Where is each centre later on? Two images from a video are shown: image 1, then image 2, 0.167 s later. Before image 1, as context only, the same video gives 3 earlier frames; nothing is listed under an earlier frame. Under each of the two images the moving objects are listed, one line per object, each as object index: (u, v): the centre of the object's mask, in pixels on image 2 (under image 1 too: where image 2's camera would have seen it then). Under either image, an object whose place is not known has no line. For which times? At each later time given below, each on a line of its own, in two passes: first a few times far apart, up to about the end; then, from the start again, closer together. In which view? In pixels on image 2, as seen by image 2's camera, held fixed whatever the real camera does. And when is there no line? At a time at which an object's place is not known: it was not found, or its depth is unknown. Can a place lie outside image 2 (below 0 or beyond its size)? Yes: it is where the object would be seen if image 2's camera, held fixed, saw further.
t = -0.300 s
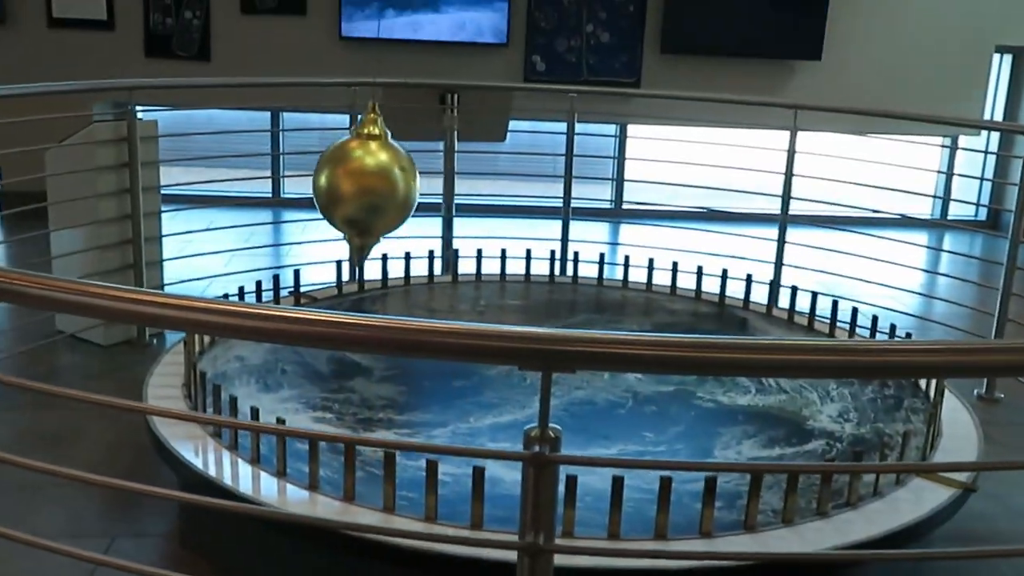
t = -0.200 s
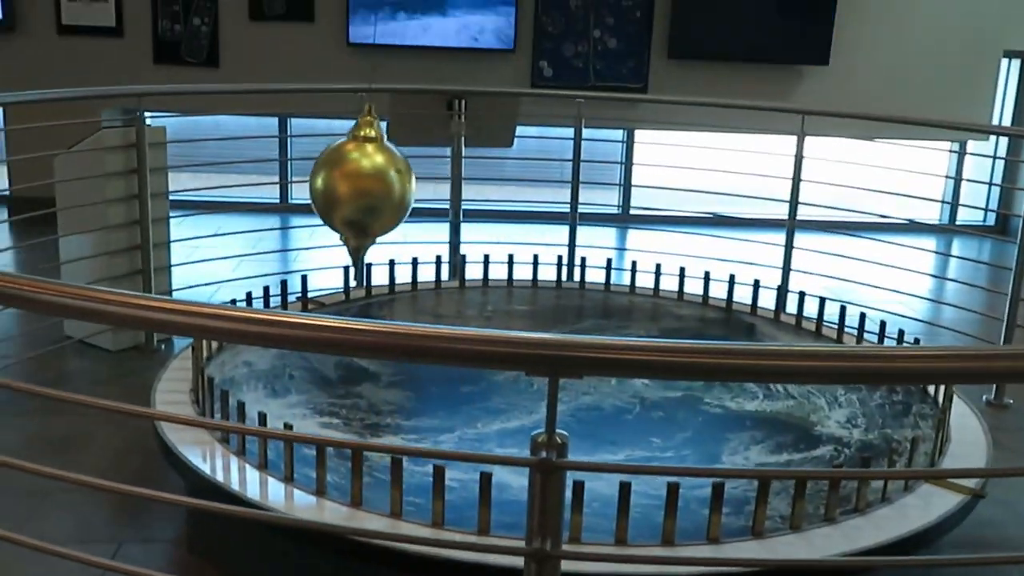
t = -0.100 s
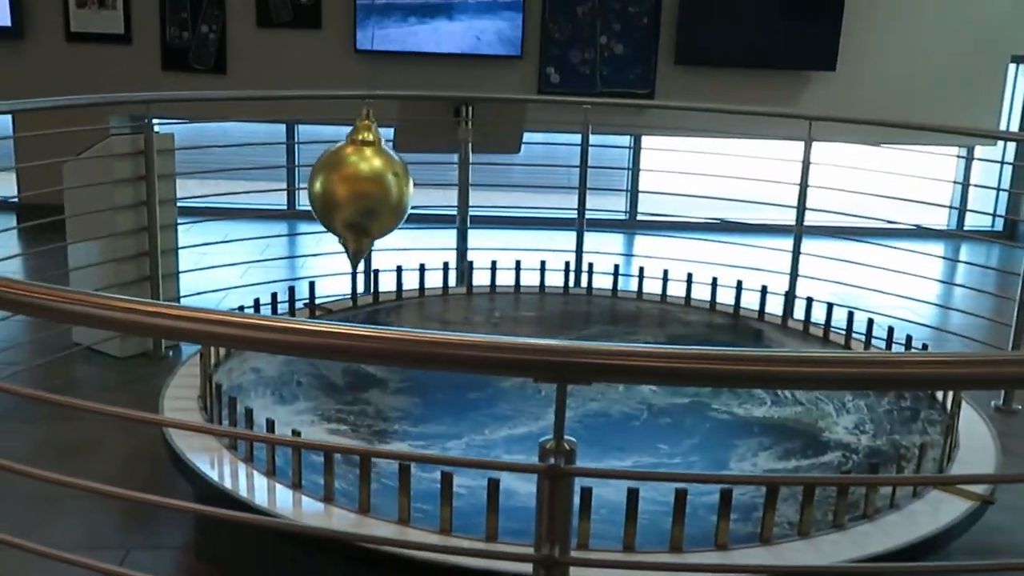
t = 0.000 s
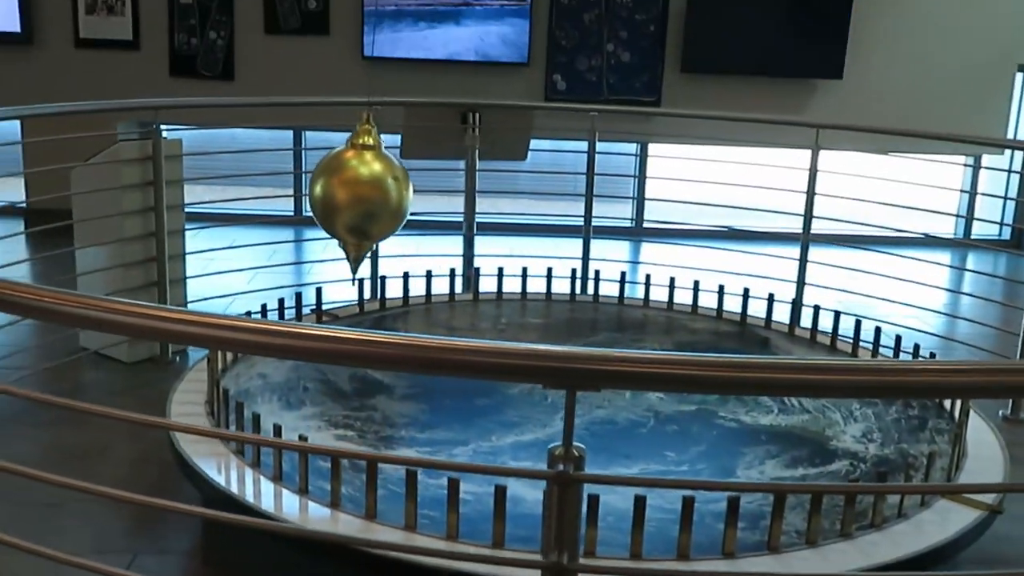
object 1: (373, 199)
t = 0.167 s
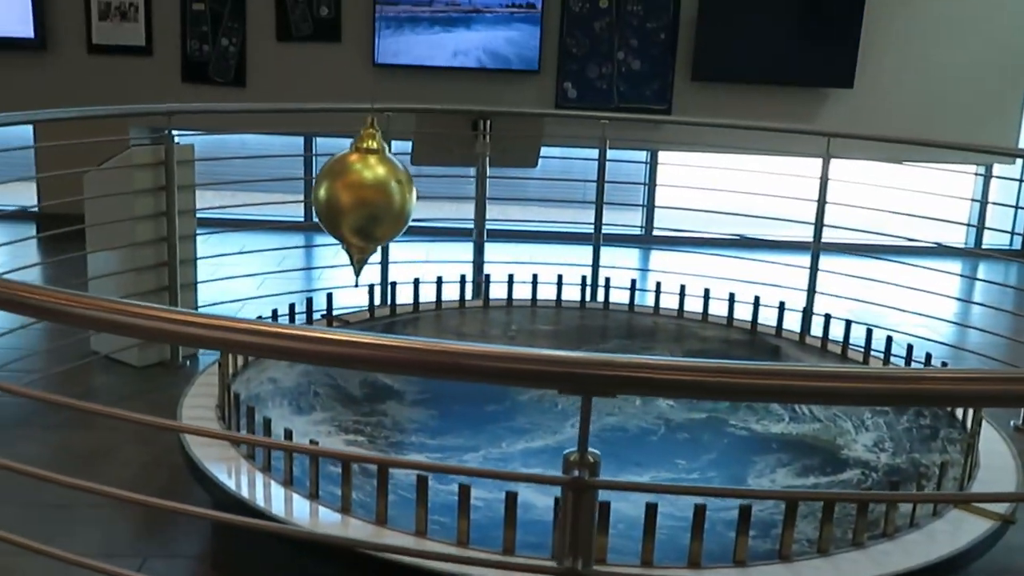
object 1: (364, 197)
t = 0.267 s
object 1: (361, 196)
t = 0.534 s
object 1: (365, 198)
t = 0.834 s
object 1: (386, 205)
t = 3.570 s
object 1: (959, 300)
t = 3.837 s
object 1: (933, 301)
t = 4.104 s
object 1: (867, 299)
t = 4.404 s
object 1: (775, 291)
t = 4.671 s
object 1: (688, 279)
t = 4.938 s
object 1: (605, 264)
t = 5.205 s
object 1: (531, 250)
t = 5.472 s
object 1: (471, 233)
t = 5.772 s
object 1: (419, 217)
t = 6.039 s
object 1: (386, 206)
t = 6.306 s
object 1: (369, 199)
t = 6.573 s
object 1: (366, 198)
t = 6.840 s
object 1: (381, 202)
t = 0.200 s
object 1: (363, 196)
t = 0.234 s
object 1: (362, 196)
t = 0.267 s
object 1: (361, 196)
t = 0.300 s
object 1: (362, 196)
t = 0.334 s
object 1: (361, 196)
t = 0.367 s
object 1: (361, 196)
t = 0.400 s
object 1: (361, 196)
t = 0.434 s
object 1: (361, 196)
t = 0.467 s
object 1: (363, 197)
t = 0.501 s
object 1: (363, 197)
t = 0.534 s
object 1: (365, 198)
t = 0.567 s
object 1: (366, 198)
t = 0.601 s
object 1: (368, 199)
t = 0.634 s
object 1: (370, 200)
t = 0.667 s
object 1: (372, 200)
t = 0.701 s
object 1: (374, 201)
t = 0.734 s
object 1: (377, 202)
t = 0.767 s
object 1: (380, 203)
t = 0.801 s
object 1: (383, 204)
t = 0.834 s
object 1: (386, 205)
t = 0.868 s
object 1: (389, 208)
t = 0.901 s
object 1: (393, 208)
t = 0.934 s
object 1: (398, 209)
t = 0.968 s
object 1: (402, 212)
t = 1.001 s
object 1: (406, 213)
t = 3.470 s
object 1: (963, 300)
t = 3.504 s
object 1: (962, 300)
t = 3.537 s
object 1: (961, 300)
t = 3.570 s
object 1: (959, 300)
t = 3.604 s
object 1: (957, 300)
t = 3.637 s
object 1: (955, 300)
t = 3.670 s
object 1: (953, 300)
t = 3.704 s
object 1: (950, 301)
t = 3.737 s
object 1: (946, 301)
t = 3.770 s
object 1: (943, 301)
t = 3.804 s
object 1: (938, 301)
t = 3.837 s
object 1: (933, 301)
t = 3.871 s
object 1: (927, 301)
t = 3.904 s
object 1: (919, 301)
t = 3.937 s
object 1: (912, 301)
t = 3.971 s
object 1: (903, 300)
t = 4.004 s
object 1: (896, 300)
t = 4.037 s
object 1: (887, 299)
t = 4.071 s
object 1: (877, 299)
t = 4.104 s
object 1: (867, 299)
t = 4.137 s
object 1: (858, 298)
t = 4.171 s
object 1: (848, 297)
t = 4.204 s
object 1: (839, 296)
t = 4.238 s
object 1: (828, 295)
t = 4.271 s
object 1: (817, 295)
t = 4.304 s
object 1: (808, 294)
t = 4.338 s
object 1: (797, 293)
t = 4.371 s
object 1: (786, 292)
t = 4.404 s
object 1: (775, 291)
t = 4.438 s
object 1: (765, 290)
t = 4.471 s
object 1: (754, 288)
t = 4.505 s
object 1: (743, 287)
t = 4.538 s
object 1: (732, 285)
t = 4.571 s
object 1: (721, 284)
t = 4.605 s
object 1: (710, 282)
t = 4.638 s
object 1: (699, 281)
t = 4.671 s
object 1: (688, 279)
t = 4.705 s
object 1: (678, 277)
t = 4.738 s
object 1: (667, 276)
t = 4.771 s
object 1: (656, 274)
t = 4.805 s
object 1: (646, 272)
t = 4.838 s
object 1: (635, 270)
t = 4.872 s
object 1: (625, 268)
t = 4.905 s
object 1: (615, 266)
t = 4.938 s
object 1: (605, 264)
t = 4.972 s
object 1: (595, 263)
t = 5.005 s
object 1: (586, 262)
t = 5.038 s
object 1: (576, 258)
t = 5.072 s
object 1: (567, 257)
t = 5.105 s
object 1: (558, 255)
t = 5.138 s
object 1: (549, 253)
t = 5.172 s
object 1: (540, 251)
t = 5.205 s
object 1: (531, 250)
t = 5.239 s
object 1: (523, 247)
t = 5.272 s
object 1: (515, 245)
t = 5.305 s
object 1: (507, 243)
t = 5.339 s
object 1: (500, 241)
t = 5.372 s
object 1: (492, 239)
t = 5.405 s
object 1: (485, 237)
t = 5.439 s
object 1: (478, 235)
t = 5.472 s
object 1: (471, 233)
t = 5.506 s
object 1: (465, 231)
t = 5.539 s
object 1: (459, 230)
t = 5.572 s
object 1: (452, 228)
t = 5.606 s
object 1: (446, 226)
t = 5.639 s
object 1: (440, 224)
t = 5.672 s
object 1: (435, 222)
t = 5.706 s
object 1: (429, 220)
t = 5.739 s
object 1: (424, 218)
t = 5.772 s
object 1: (419, 217)
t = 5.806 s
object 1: (414, 215)
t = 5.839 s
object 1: (410, 214)
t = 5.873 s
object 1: (405, 212)
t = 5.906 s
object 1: (401, 212)
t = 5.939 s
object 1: (397, 209)
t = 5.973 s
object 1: (393, 208)
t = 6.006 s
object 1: (390, 209)
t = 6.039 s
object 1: (386, 206)
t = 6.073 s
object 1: (384, 204)
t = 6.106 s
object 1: (381, 204)
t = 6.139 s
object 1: (378, 203)
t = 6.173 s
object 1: (376, 202)
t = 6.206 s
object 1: (374, 201)
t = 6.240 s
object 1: (372, 200)
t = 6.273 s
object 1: (370, 200)
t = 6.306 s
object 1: (369, 199)
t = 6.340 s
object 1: (367, 199)
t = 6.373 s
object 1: (367, 198)
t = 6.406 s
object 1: (366, 198)
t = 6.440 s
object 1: (366, 198)
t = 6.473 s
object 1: (365, 198)
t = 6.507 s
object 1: (365, 198)
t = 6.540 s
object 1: (366, 198)
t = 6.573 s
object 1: (366, 198)
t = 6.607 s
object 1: (367, 198)
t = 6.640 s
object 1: (369, 199)
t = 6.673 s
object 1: (370, 199)
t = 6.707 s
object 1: (372, 200)
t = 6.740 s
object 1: (374, 200)
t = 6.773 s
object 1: (376, 201)
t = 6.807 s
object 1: (378, 202)
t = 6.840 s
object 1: (381, 202)
